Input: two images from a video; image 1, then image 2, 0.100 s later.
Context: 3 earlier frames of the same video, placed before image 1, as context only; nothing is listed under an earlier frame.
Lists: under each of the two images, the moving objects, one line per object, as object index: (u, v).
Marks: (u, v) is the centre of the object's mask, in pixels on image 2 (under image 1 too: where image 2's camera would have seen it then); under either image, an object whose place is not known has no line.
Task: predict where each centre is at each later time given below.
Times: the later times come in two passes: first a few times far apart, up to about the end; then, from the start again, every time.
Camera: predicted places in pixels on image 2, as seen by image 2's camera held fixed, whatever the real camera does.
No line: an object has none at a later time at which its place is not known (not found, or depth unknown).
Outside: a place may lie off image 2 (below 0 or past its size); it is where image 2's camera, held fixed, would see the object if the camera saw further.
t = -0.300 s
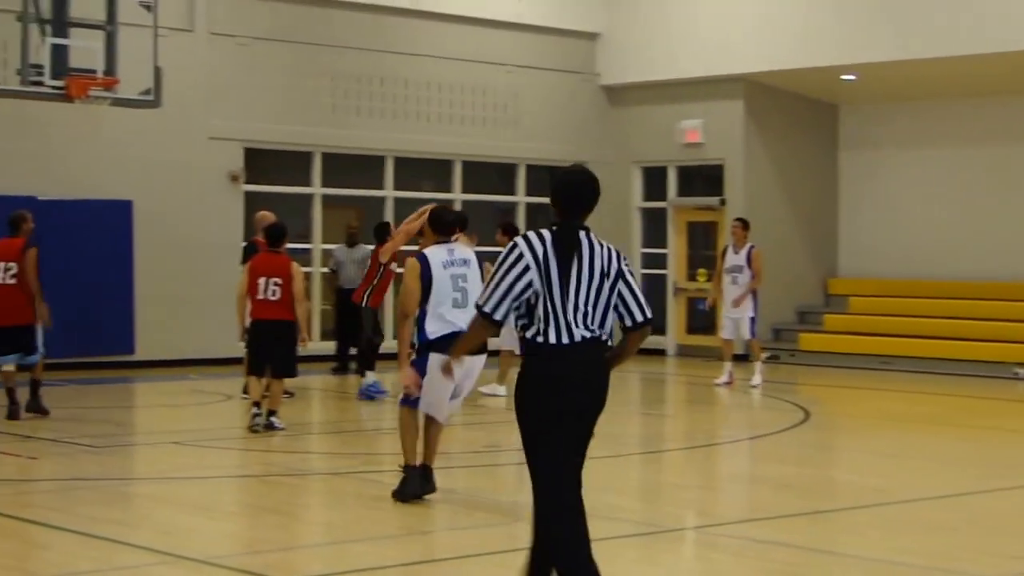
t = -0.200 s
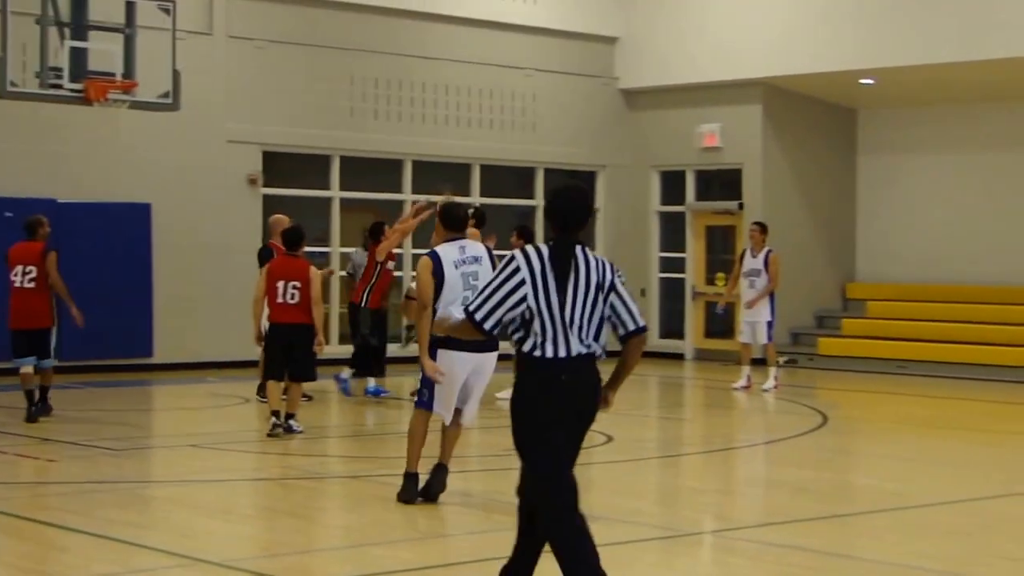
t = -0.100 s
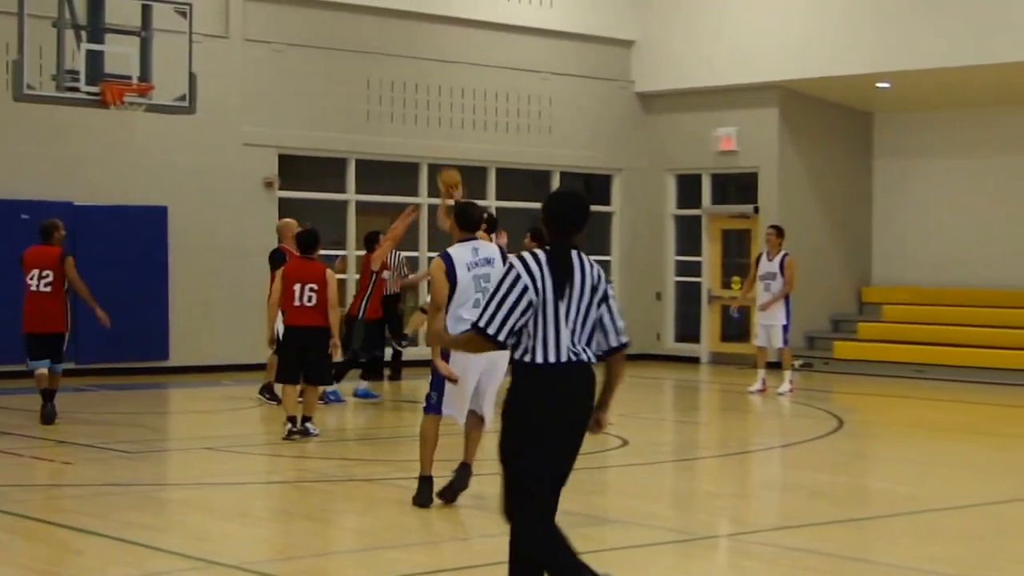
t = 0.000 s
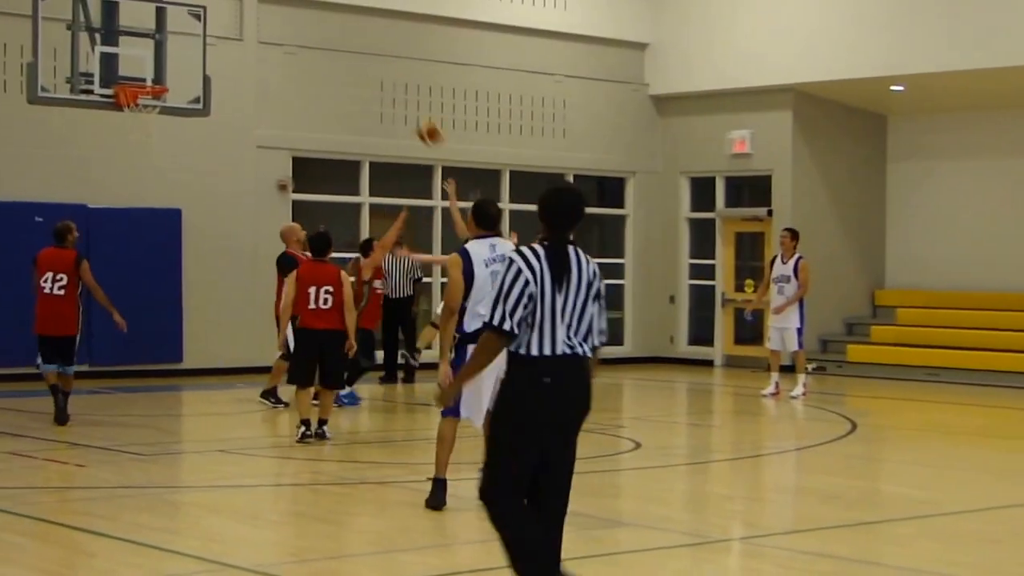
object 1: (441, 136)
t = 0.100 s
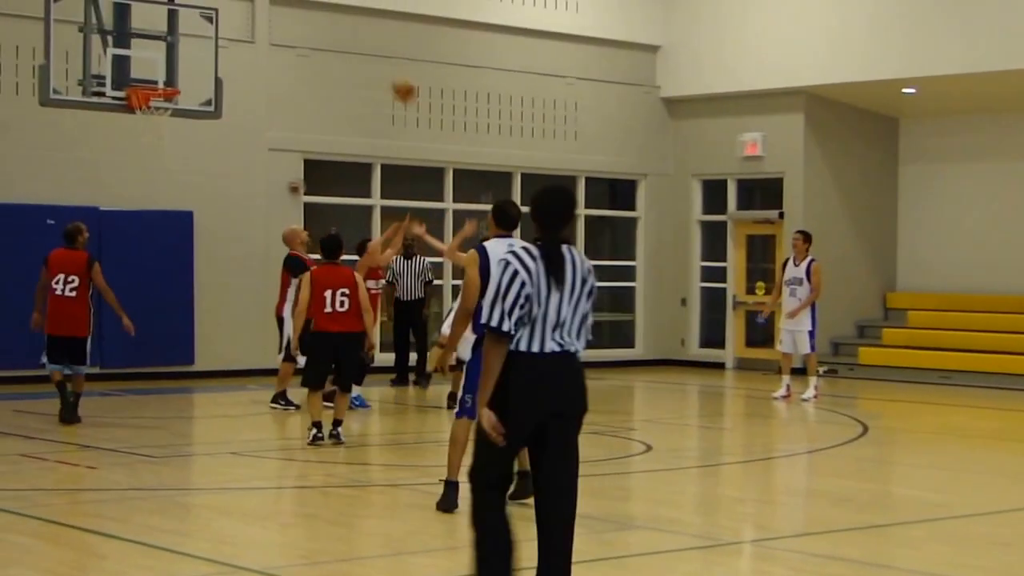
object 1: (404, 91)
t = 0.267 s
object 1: (341, 38)
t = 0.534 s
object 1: (241, 11)
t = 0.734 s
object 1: (162, 35)
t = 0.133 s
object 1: (391, 79)
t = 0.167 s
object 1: (378, 66)
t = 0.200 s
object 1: (365, 56)
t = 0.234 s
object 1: (353, 46)
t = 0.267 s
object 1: (341, 38)
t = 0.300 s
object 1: (327, 31)
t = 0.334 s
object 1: (317, 26)
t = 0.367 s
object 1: (303, 21)
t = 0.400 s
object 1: (290, 16)
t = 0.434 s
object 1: (278, 13)
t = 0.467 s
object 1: (265, 11)
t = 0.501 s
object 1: (253, 10)
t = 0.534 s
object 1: (241, 11)
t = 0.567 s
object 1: (227, 13)
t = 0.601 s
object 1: (213, 15)
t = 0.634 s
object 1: (200, 18)
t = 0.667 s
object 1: (189, 23)
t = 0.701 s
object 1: (174, 30)
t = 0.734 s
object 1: (162, 35)
